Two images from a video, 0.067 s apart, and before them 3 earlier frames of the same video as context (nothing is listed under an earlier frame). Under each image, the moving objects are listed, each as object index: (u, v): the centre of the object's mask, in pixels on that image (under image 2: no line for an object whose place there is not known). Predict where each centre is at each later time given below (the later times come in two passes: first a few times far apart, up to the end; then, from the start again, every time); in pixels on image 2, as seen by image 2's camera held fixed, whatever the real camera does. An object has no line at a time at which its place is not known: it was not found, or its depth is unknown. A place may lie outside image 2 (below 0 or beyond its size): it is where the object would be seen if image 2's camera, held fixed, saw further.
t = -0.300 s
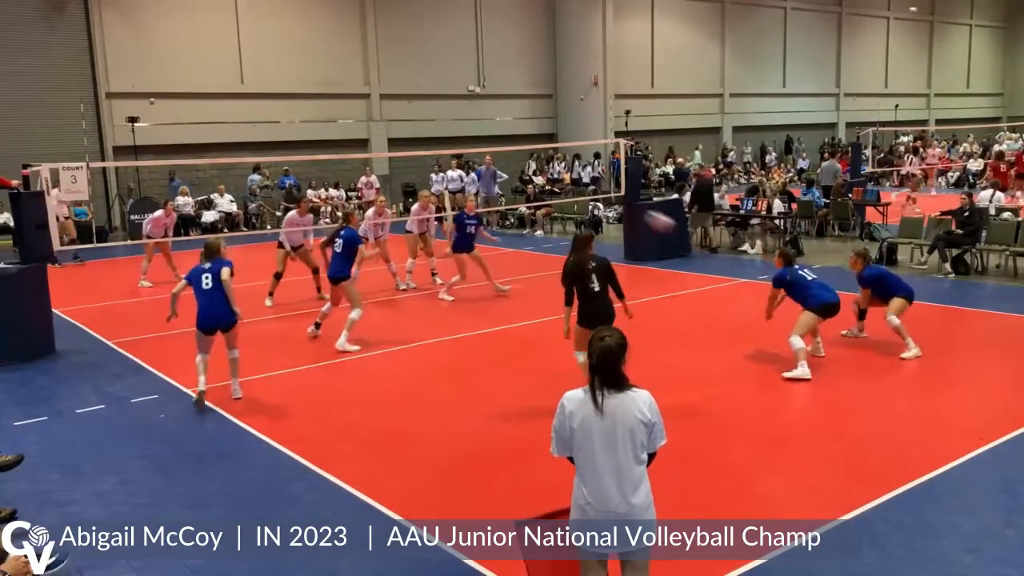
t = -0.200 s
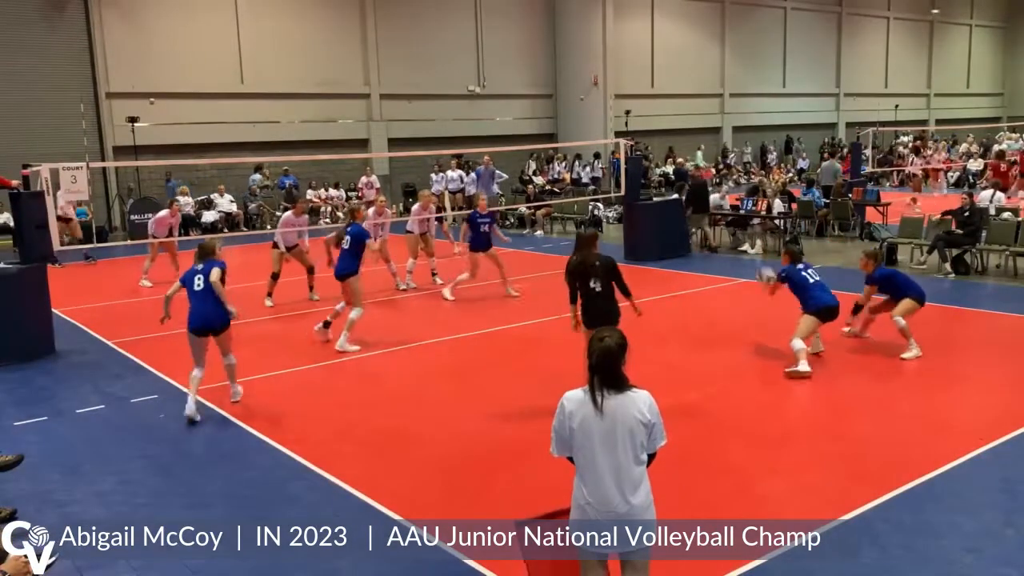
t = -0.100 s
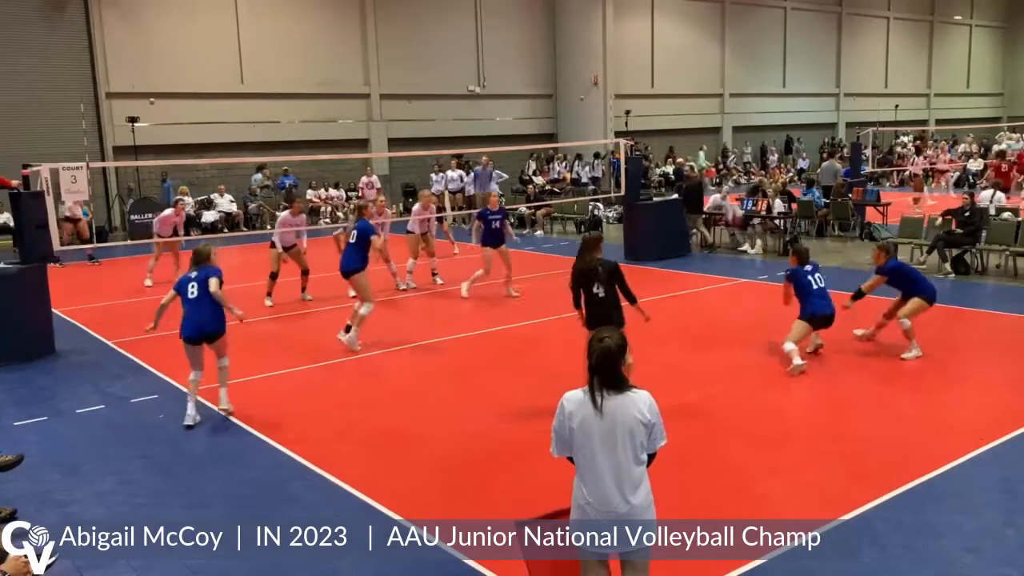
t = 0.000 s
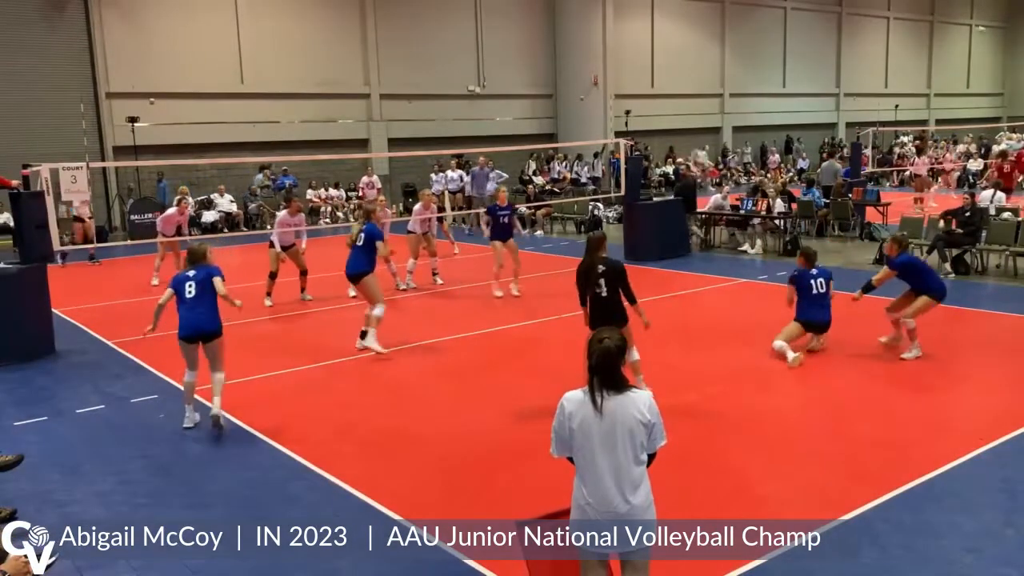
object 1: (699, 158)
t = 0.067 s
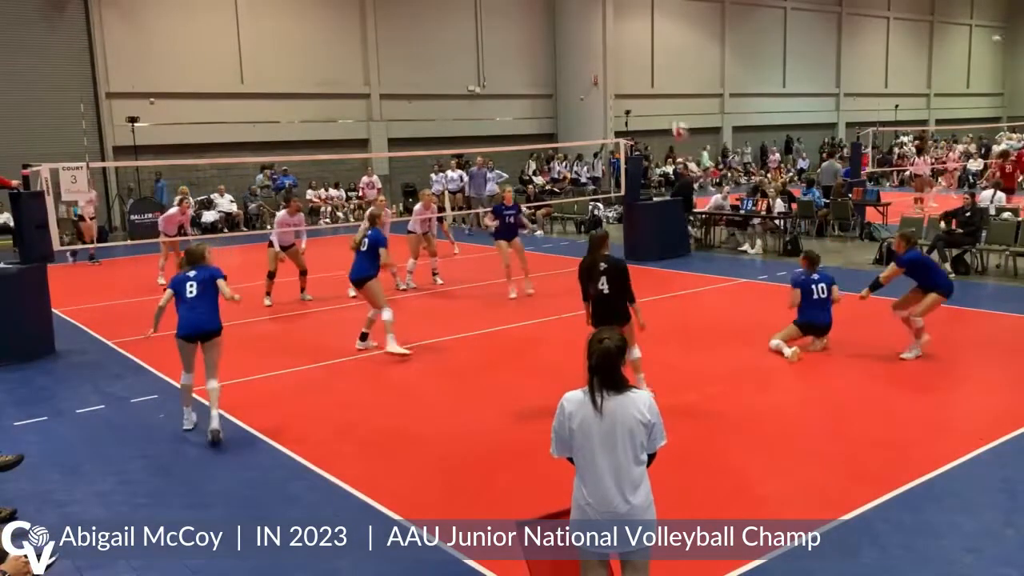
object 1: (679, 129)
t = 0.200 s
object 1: (637, 80)
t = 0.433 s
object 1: (566, 35)
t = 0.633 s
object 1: (511, 33)
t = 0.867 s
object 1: (453, 71)
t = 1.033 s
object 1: (415, 120)
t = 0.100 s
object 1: (668, 116)
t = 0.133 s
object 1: (657, 104)
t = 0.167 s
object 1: (647, 90)
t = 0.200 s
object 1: (637, 80)
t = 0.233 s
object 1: (626, 72)
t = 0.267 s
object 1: (616, 64)
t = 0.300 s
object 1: (606, 56)
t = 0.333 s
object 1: (596, 47)
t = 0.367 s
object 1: (585, 44)
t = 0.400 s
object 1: (577, 40)
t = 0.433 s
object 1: (566, 35)
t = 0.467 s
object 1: (557, 33)
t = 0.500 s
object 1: (547, 31)
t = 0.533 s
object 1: (540, 31)
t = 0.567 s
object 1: (530, 31)
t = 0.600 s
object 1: (521, 32)
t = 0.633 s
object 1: (511, 33)
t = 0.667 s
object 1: (503, 37)
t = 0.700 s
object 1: (494, 41)
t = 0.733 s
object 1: (486, 45)
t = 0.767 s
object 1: (477, 51)
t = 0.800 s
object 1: (469, 57)
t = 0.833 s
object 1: (461, 64)
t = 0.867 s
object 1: (453, 71)
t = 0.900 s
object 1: (445, 80)
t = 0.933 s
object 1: (438, 88)
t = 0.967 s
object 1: (430, 99)
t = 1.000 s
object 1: (422, 111)
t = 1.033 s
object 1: (415, 120)
